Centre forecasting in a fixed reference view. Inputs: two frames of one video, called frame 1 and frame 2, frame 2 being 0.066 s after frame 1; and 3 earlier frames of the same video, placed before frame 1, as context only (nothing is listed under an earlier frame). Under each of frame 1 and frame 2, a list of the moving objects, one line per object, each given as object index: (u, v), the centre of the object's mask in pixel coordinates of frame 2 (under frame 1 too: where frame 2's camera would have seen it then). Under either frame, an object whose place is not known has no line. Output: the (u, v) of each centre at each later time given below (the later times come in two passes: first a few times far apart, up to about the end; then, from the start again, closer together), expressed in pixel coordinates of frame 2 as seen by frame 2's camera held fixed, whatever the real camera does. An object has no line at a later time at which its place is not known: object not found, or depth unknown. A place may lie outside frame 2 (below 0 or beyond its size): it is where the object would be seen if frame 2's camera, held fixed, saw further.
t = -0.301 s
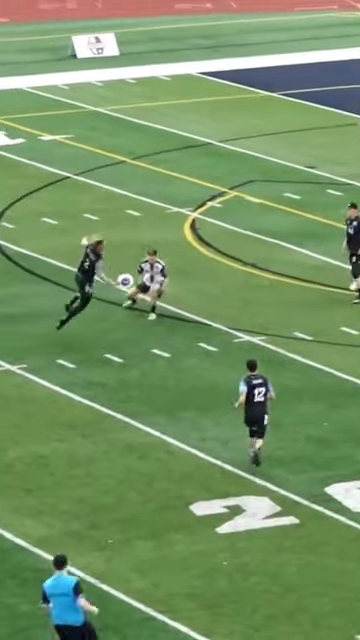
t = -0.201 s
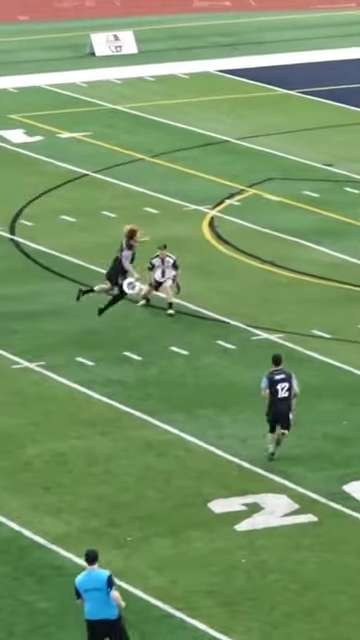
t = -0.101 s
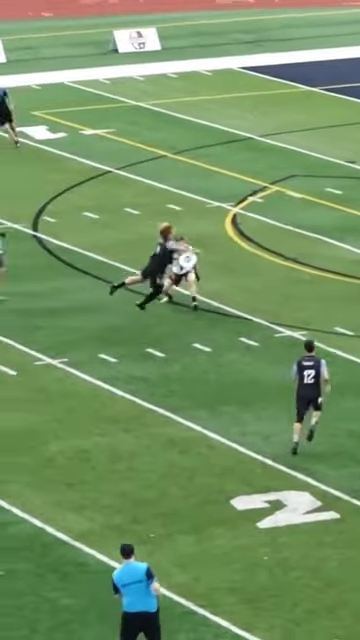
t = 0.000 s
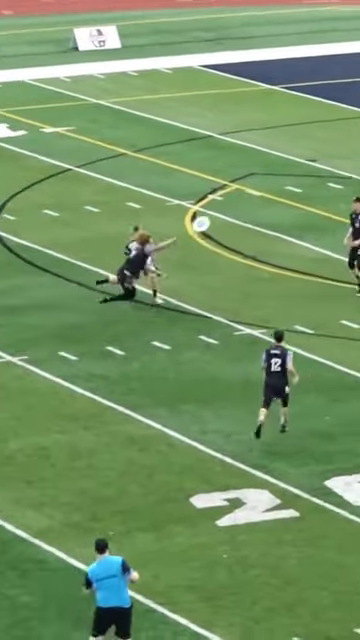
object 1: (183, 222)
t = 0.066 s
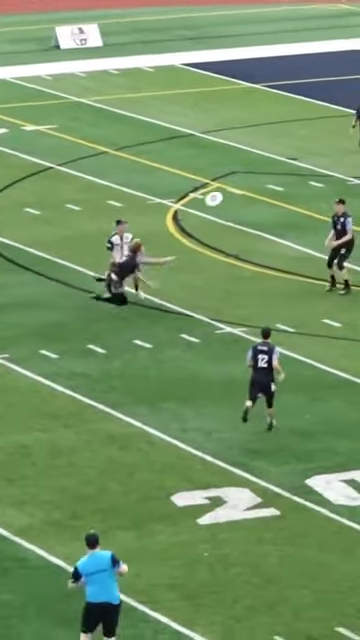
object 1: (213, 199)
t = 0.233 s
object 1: (283, 144)
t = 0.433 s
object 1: (356, 92)
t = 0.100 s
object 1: (228, 187)
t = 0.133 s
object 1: (242, 176)
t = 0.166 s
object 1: (256, 165)
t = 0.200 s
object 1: (271, 154)
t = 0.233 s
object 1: (283, 144)
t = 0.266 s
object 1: (296, 134)
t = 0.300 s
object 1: (309, 124)
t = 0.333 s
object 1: (322, 116)
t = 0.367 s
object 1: (334, 108)
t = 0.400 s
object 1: (347, 99)
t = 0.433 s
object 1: (356, 92)
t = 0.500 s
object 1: (379, 78)
